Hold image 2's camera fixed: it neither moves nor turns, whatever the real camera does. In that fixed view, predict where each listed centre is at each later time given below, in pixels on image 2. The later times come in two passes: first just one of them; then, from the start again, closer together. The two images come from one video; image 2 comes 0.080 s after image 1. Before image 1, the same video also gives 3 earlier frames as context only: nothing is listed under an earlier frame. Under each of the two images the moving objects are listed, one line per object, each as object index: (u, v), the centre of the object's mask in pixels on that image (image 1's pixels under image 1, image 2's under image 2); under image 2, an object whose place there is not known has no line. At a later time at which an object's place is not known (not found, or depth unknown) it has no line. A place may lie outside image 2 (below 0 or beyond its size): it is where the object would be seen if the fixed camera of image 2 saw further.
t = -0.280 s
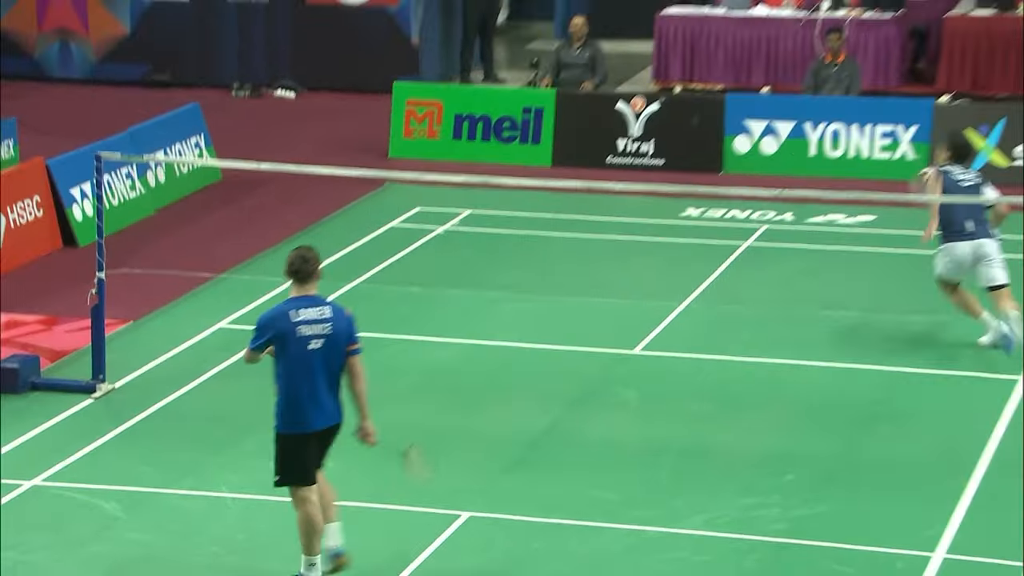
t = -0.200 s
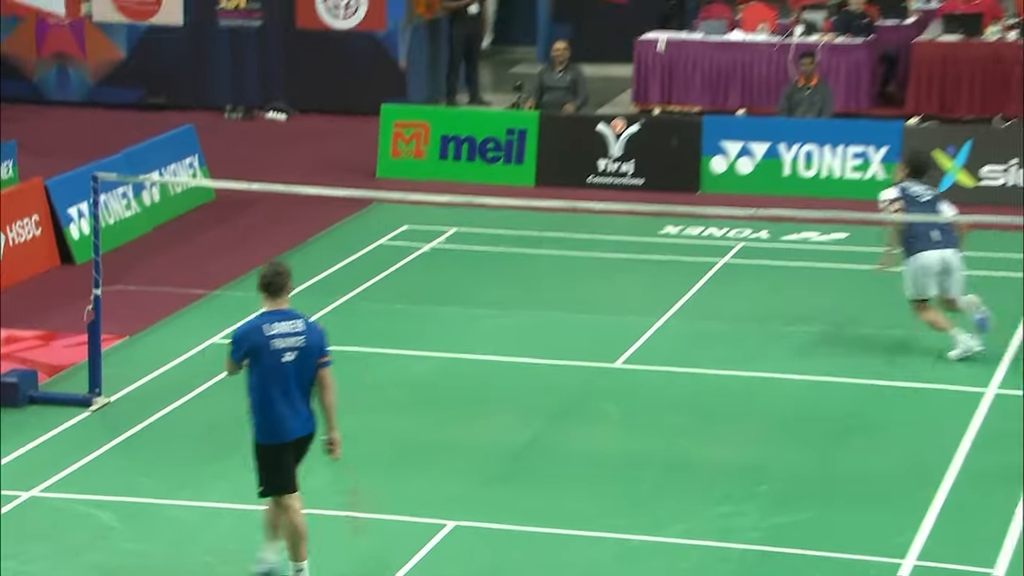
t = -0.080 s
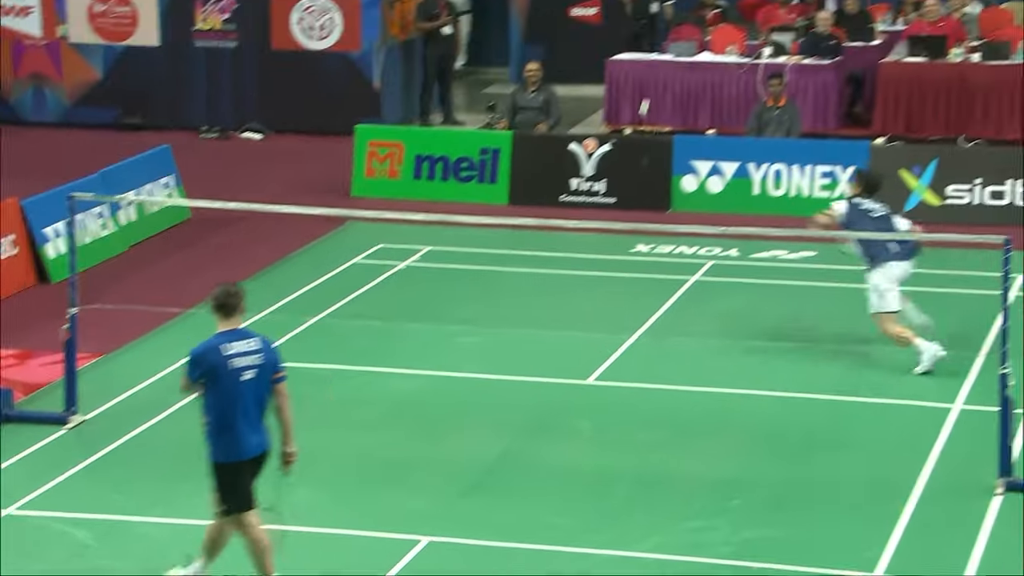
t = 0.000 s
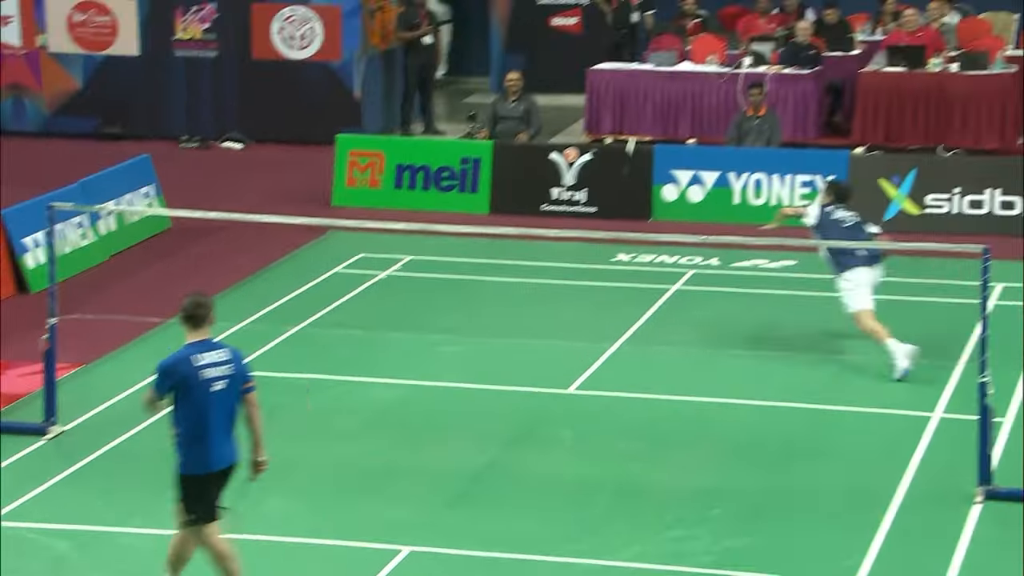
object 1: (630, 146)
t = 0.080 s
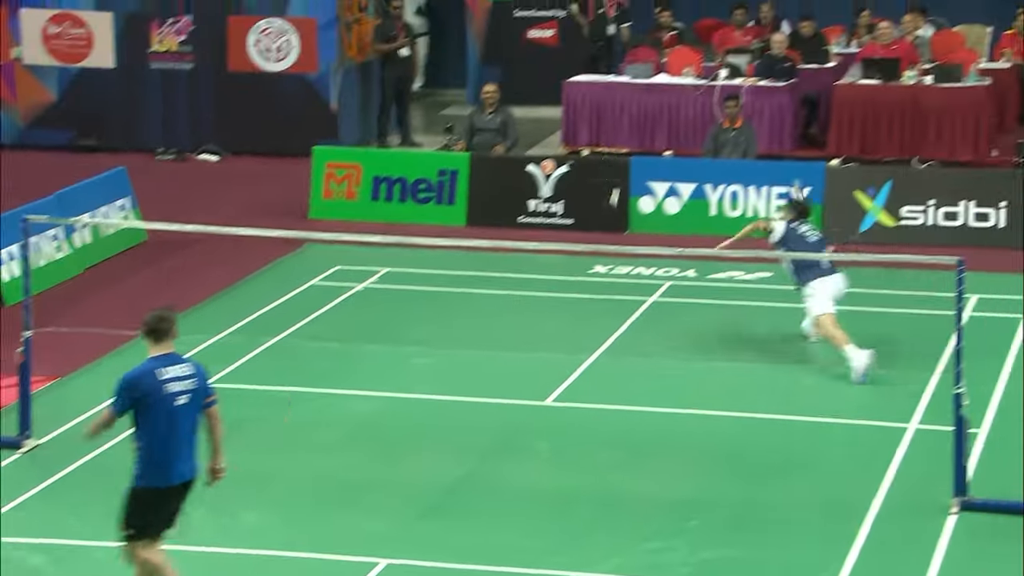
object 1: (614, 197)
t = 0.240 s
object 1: (625, 273)
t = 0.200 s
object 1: (623, 248)
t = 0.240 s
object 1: (625, 273)
